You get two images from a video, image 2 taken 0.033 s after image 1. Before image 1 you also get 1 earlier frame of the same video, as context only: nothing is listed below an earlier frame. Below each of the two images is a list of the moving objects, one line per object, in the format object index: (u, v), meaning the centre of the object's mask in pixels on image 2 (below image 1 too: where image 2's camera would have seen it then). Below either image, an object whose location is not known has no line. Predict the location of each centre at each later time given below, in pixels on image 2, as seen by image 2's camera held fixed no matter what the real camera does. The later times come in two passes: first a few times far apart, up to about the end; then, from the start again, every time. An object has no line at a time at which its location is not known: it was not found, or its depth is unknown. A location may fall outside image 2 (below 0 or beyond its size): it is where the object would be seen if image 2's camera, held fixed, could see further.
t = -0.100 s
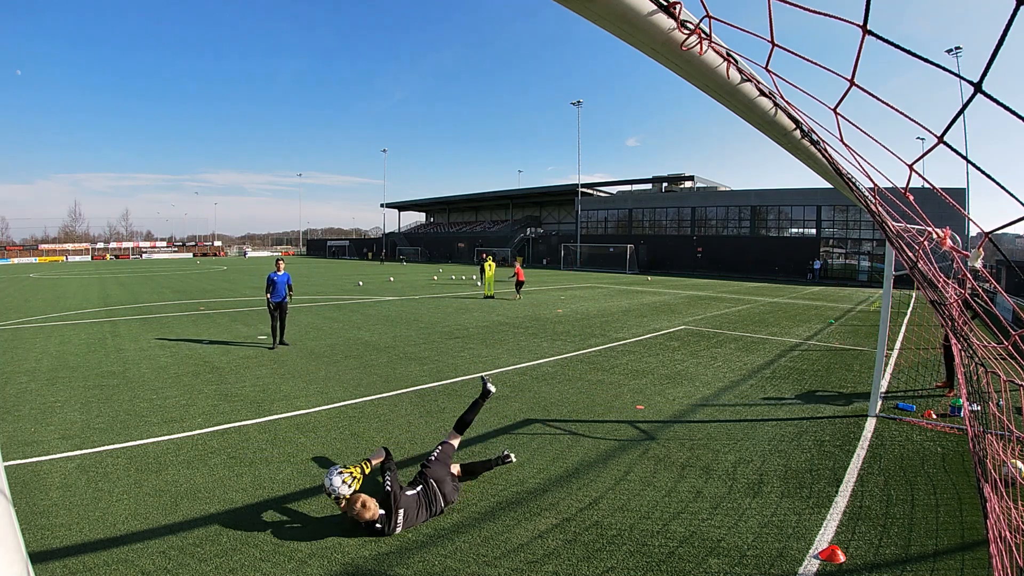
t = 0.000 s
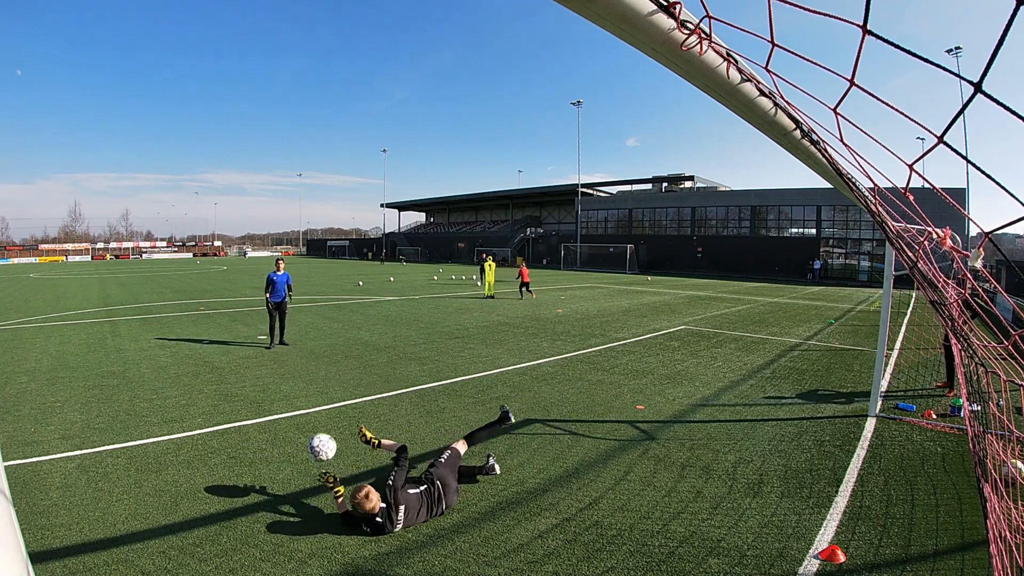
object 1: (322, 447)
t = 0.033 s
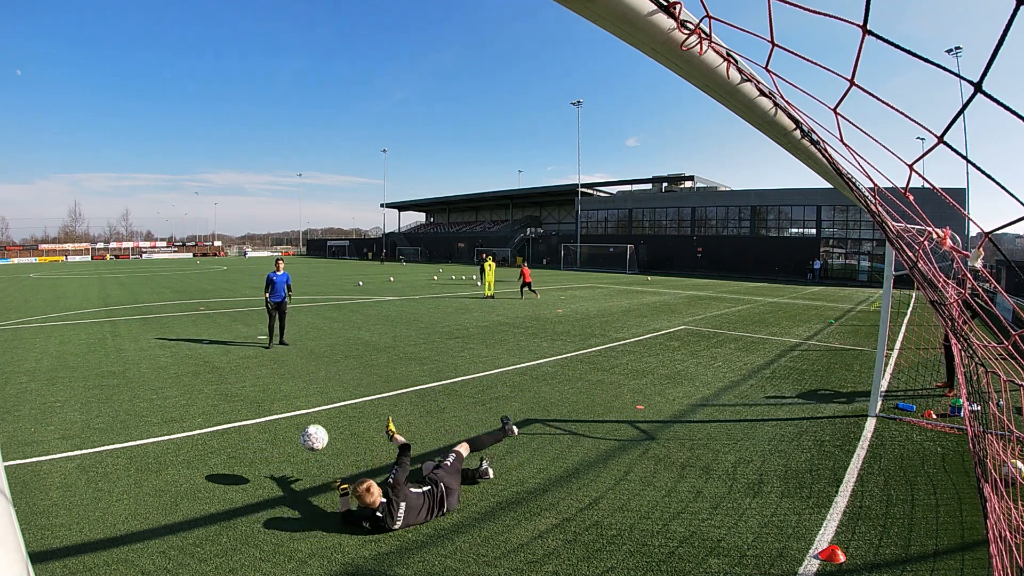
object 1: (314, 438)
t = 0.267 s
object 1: (281, 417)
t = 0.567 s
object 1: (267, 369)
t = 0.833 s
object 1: (260, 364)
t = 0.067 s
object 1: (308, 430)
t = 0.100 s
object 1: (302, 424)
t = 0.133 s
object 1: (297, 420)
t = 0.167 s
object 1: (292, 418)
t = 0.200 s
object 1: (288, 417)
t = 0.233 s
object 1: (284, 416)
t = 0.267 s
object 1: (281, 417)
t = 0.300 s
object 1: (279, 408)
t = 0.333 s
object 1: (277, 399)
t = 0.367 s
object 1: (275, 392)
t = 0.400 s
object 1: (273, 385)
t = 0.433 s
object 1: (272, 380)
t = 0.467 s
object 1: (270, 376)
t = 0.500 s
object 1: (269, 372)
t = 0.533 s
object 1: (268, 370)
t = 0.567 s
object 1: (267, 369)
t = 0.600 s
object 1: (267, 368)
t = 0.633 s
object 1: (266, 368)
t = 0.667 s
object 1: (265, 369)
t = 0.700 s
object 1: (264, 371)
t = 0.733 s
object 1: (263, 373)
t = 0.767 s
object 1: (263, 373)
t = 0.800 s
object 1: (261, 368)
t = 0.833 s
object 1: (260, 364)
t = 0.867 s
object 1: (259, 360)
